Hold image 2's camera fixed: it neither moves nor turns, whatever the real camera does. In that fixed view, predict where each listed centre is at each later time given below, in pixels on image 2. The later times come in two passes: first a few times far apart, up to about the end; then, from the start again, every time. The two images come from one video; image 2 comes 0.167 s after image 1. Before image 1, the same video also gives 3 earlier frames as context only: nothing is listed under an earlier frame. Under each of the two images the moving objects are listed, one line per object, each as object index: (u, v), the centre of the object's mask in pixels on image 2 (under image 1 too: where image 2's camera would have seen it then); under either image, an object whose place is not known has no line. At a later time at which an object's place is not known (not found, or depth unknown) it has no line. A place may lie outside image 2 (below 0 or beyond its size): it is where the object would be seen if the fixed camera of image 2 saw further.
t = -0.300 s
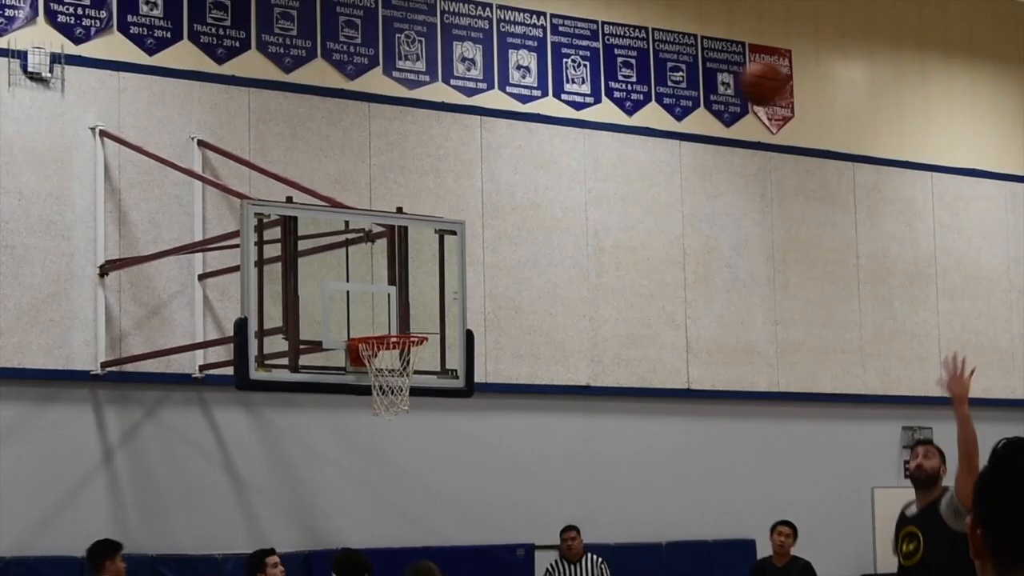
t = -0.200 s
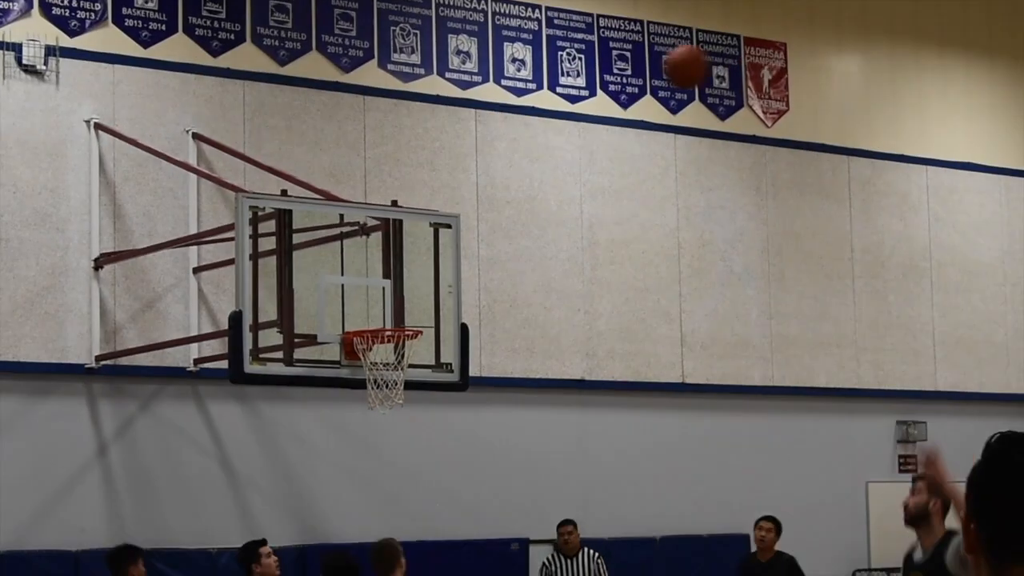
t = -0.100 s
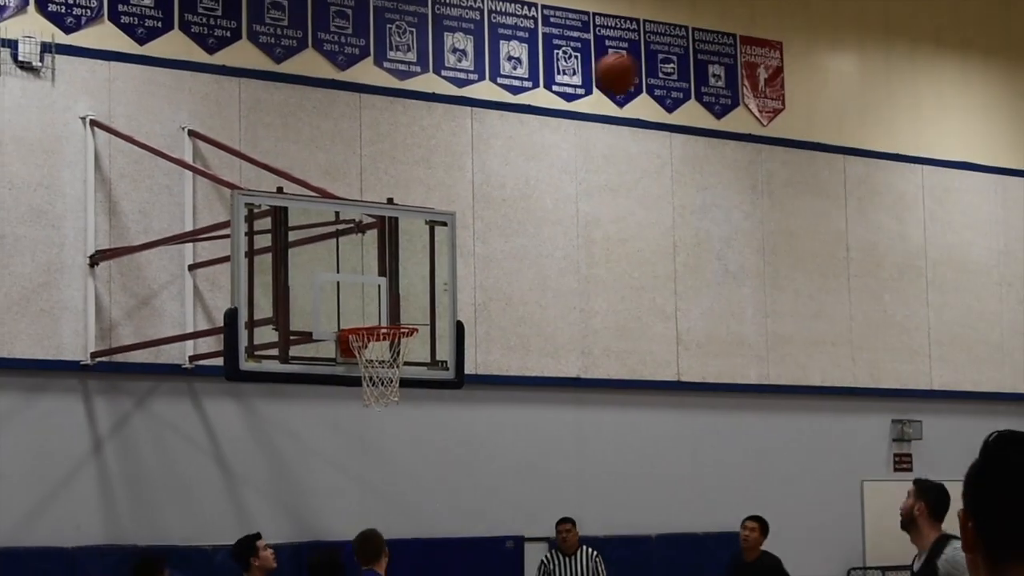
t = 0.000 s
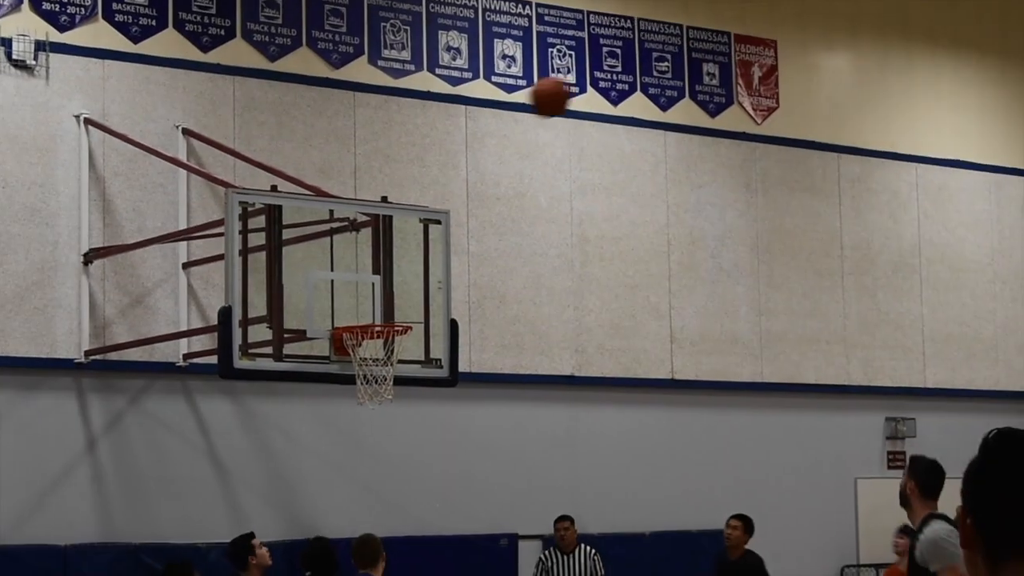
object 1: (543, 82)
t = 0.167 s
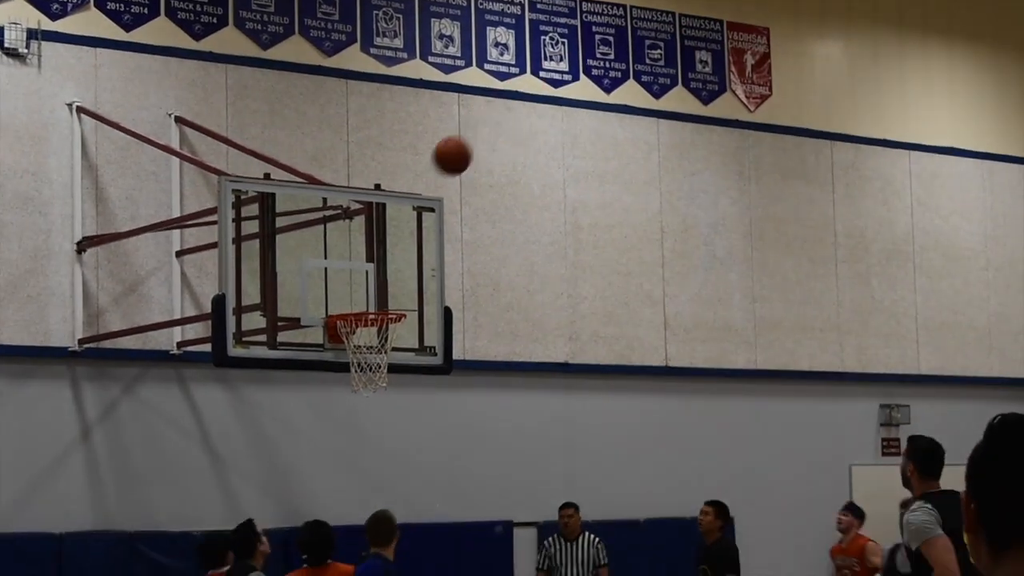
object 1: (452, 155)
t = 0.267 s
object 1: (403, 216)
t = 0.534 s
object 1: (260, 285)
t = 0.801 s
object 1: (81, 328)
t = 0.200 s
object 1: (435, 175)
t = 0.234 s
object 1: (420, 193)
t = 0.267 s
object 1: (403, 216)
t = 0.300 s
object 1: (387, 236)
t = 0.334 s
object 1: (372, 260)
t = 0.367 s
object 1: (357, 285)
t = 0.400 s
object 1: (343, 303)
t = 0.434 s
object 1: (322, 295)
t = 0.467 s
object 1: (301, 290)
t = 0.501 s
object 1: (280, 286)
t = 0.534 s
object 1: (260, 285)
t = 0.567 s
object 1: (238, 283)
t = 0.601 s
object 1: (216, 284)
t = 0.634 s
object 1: (195, 287)
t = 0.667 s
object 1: (173, 292)
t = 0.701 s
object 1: (150, 298)
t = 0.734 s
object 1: (128, 306)
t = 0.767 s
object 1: (104, 316)
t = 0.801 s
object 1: (81, 328)
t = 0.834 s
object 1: (57, 342)
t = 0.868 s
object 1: (35, 358)
